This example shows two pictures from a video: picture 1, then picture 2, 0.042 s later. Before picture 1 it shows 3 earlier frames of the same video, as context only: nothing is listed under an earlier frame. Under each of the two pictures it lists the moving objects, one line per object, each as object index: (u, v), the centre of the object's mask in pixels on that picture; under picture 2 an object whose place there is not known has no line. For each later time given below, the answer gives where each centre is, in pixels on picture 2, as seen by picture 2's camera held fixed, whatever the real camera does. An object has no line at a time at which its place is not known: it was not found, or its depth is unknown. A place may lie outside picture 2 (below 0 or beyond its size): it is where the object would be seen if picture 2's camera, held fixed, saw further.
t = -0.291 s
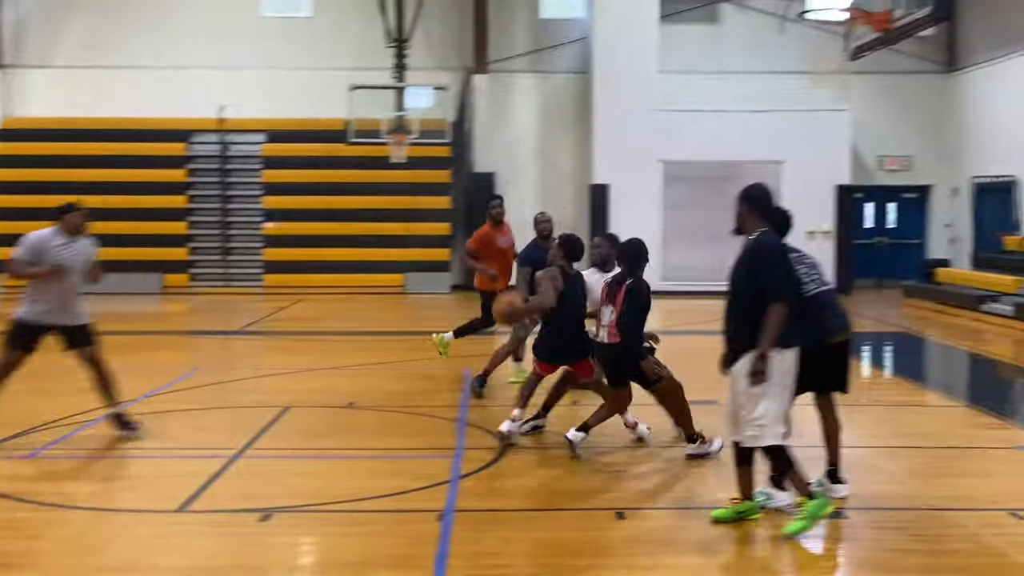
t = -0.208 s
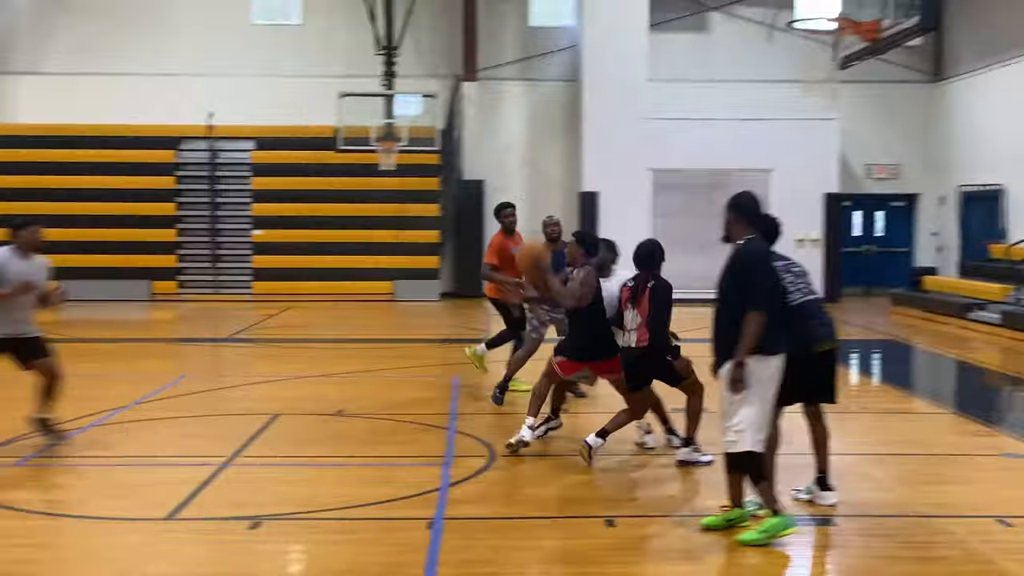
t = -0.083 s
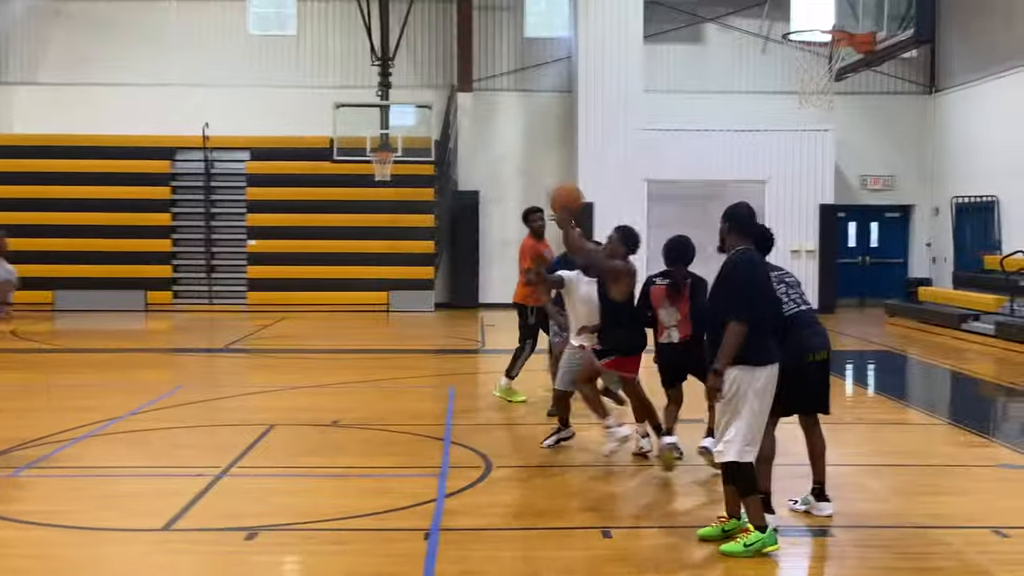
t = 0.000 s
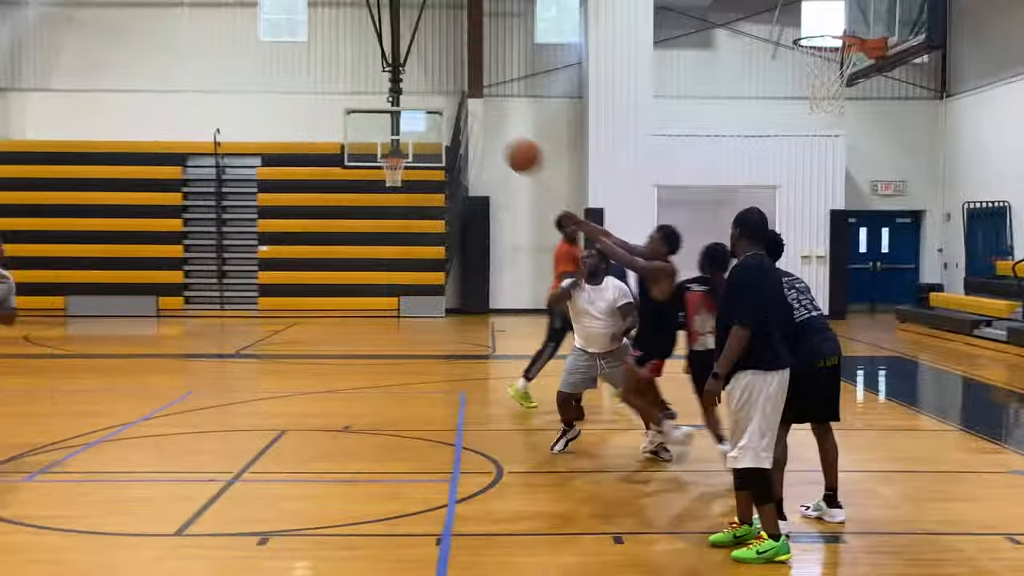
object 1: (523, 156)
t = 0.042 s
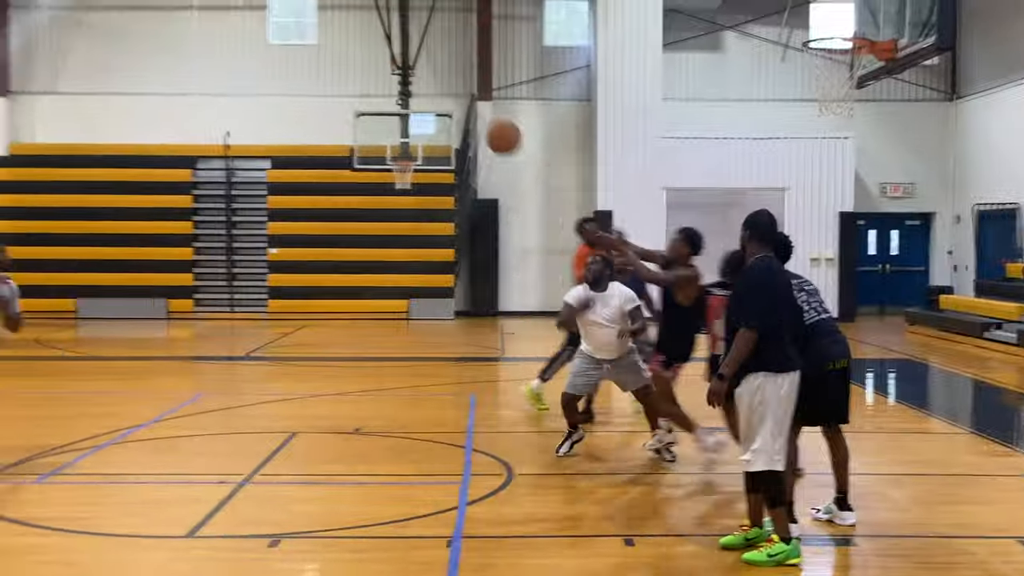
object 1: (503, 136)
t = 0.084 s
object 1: (481, 119)
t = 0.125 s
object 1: (459, 102)
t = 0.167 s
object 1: (436, 89)
